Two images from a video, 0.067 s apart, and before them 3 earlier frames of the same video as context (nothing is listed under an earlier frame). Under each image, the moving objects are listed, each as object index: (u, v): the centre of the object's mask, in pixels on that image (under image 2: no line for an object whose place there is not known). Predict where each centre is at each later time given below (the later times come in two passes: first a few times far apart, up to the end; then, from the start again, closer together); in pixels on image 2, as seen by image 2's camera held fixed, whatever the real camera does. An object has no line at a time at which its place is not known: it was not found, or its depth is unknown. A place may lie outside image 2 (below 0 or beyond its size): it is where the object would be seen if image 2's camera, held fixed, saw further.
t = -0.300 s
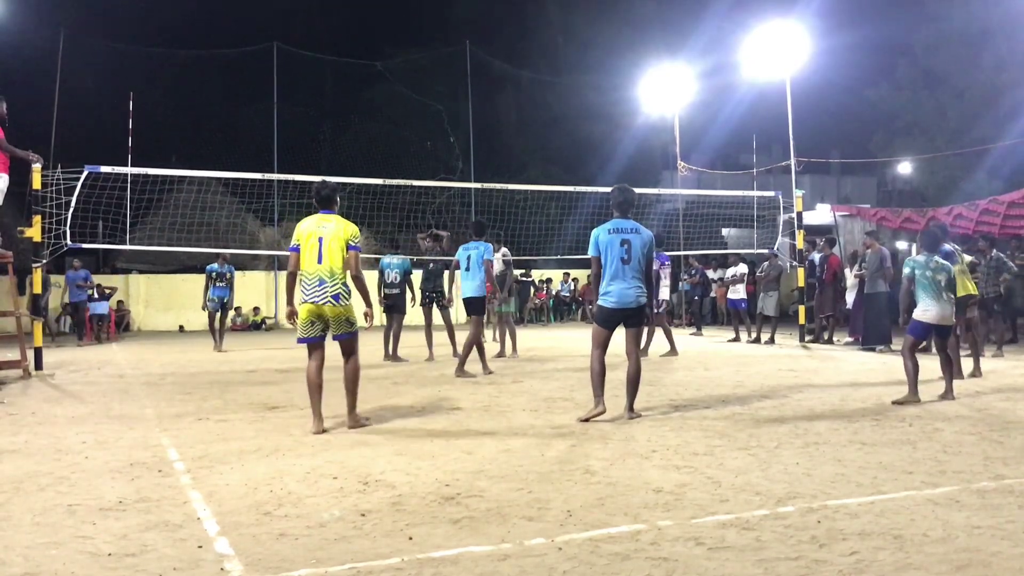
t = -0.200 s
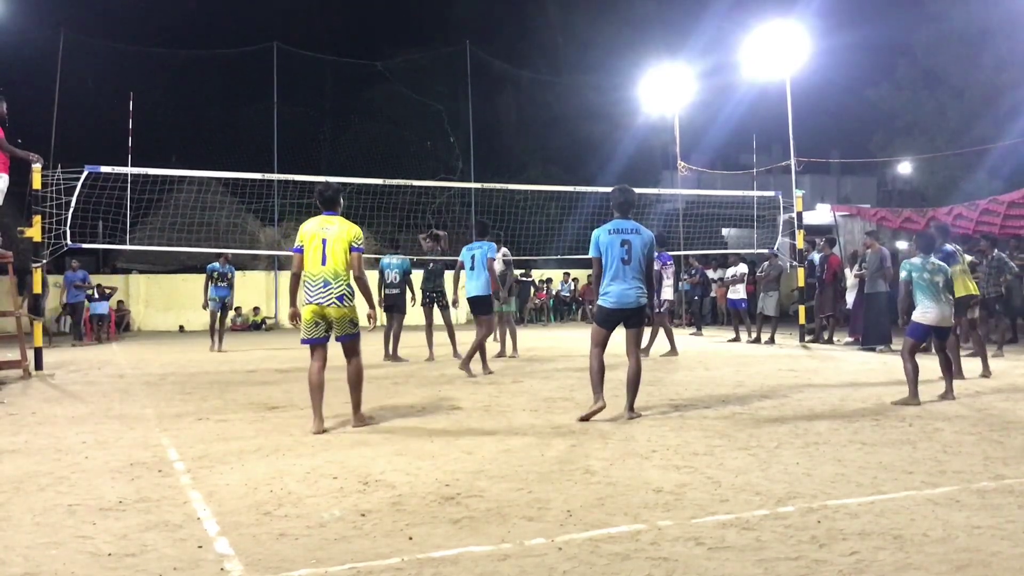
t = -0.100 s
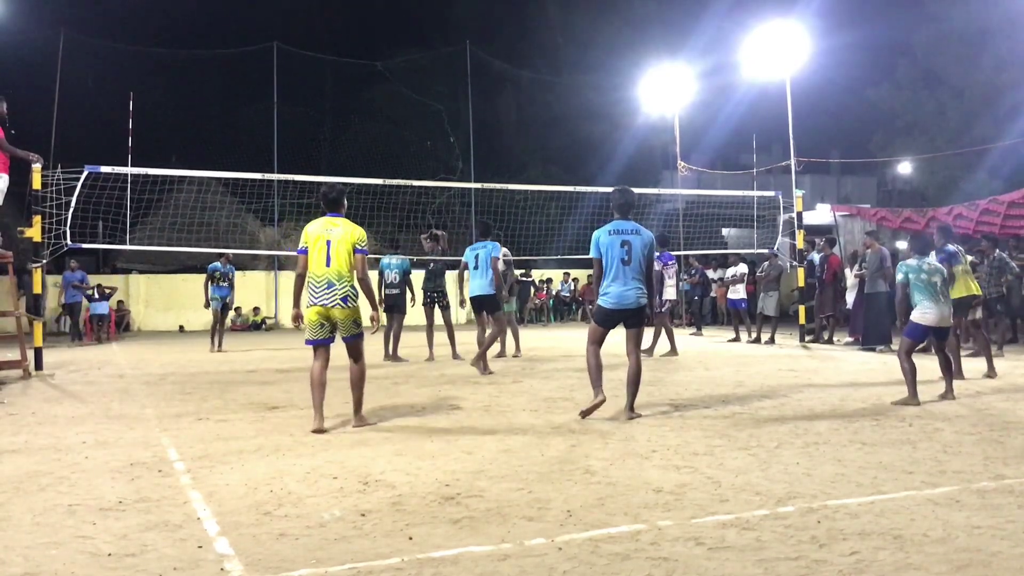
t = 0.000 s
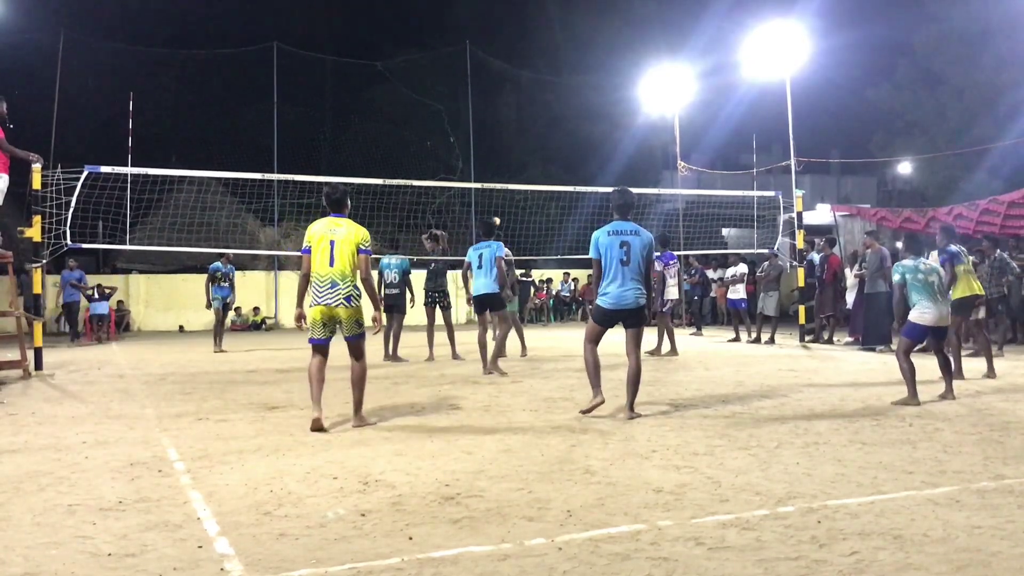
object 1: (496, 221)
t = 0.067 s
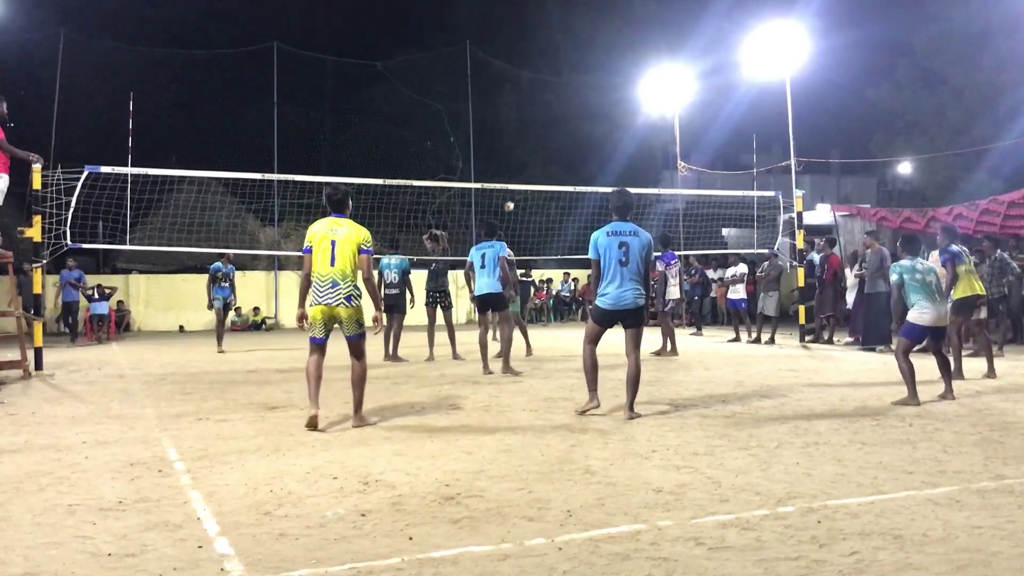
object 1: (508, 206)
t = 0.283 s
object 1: (559, 161)
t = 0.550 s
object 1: (647, 122)
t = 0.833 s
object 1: (780, 120)
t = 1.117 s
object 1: (984, 210)
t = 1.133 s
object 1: (1001, 221)
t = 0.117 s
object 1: (519, 195)
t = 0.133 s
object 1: (523, 192)
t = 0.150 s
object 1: (527, 188)
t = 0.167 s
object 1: (531, 183)
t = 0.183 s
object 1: (534, 181)
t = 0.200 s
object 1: (538, 178)
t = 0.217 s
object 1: (542, 174)
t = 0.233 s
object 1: (546, 171)
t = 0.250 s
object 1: (550, 168)
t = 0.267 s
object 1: (555, 164)
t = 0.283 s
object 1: (559, 161)
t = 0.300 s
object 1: (564, 158)
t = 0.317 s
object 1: (569, 154)
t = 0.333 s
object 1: (573, 151)
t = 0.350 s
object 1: (578, 149)
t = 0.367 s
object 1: (584, 146)
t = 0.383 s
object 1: (588, 142)
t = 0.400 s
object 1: (594, 141)
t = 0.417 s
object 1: (600, 138)
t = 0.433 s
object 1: (605, 136)
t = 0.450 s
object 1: (611, 133)
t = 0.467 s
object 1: (617, 131)
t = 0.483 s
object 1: (623, 129)
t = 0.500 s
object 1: (629, 127)
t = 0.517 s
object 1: (635, 126)
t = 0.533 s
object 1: (641, 124)
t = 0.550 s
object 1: (647, 122)
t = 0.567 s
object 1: (654, 120)
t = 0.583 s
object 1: (659, 120)
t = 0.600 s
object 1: (666, 119)
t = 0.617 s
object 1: (674, 116)
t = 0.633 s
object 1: (682, 116)
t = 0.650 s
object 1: (688, 115)
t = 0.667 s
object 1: (696, 114)
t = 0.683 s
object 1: (703, 114)
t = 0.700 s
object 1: (711, 113)
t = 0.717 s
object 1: (719, 113)
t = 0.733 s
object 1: (727, 113)
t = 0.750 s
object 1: (736, 114)
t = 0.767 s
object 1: (744, 115)
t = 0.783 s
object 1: (752, 116)
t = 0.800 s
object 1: (762, 117)
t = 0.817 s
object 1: (771, 119)
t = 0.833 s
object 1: (780, 120)
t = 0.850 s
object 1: (791, 123)
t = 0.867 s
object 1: (801, 125)
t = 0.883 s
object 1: (810, 127)
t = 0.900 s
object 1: (822, 130)
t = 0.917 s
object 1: (832, 134)
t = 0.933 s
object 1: (843, 138)
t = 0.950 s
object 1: (854, 142)
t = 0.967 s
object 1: (866, 146)
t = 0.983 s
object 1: (877, 151)
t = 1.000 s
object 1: (889, 156)
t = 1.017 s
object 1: (902, 163)
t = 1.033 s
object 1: (913, 170)
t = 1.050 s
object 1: (928, 177)
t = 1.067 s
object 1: (942, 185)
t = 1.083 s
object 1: (955, 192)
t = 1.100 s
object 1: (969, 200)
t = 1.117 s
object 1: (984, 210)
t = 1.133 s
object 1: (1001, 221)
